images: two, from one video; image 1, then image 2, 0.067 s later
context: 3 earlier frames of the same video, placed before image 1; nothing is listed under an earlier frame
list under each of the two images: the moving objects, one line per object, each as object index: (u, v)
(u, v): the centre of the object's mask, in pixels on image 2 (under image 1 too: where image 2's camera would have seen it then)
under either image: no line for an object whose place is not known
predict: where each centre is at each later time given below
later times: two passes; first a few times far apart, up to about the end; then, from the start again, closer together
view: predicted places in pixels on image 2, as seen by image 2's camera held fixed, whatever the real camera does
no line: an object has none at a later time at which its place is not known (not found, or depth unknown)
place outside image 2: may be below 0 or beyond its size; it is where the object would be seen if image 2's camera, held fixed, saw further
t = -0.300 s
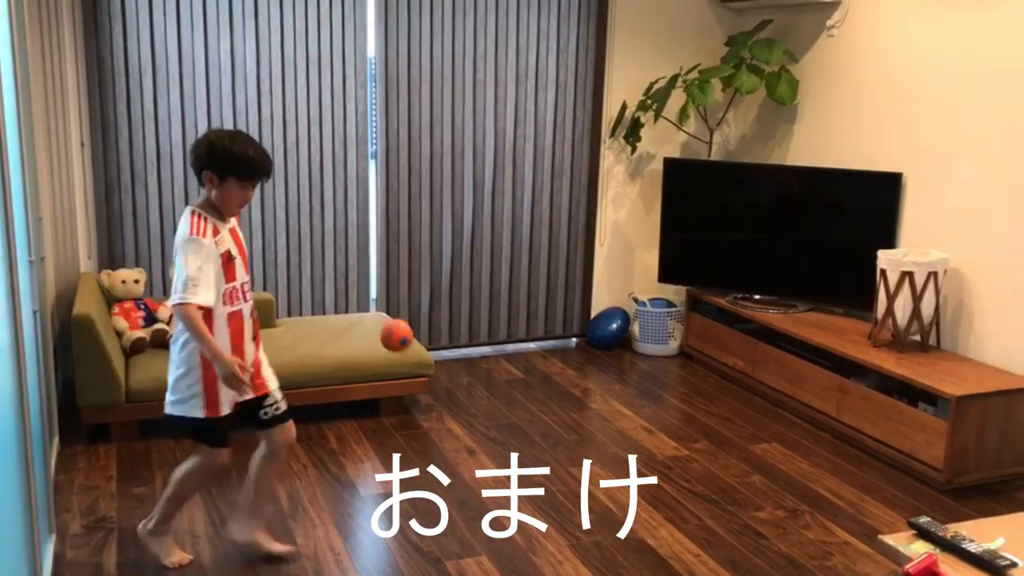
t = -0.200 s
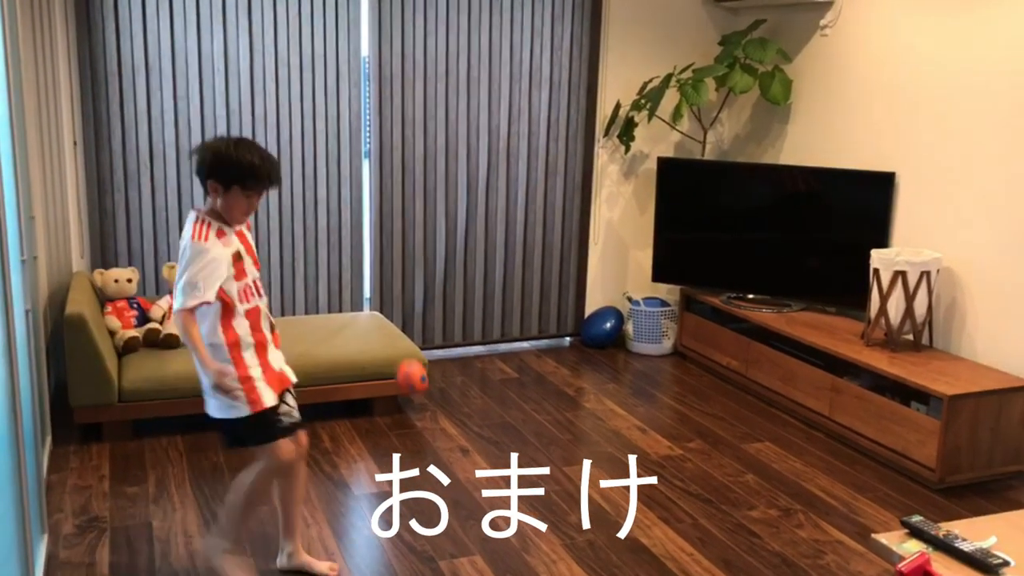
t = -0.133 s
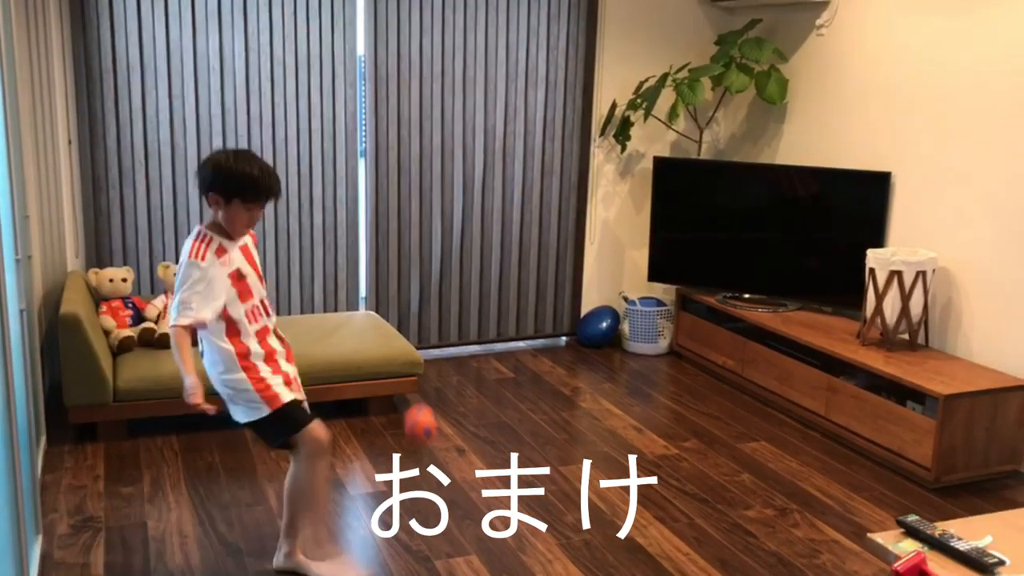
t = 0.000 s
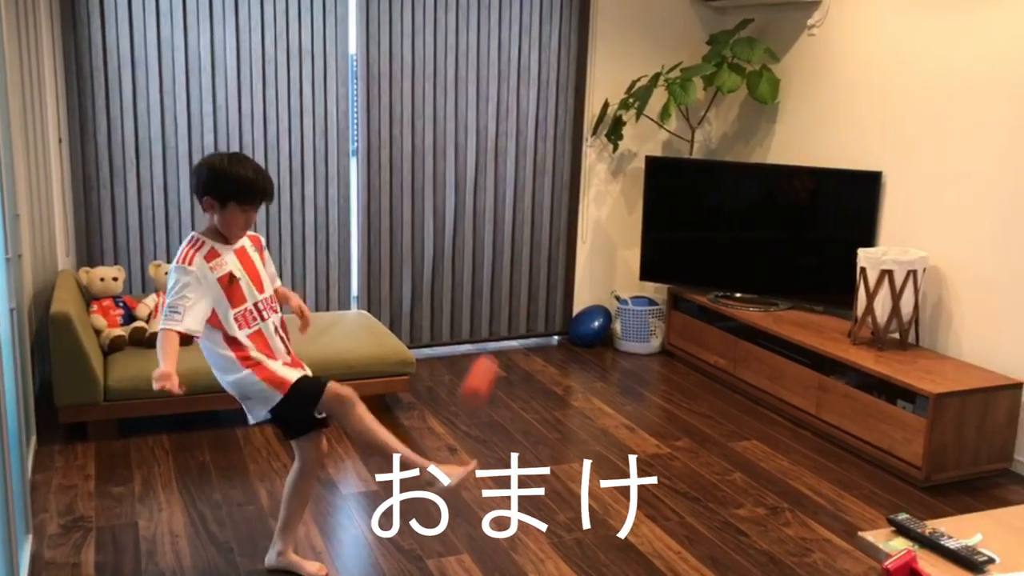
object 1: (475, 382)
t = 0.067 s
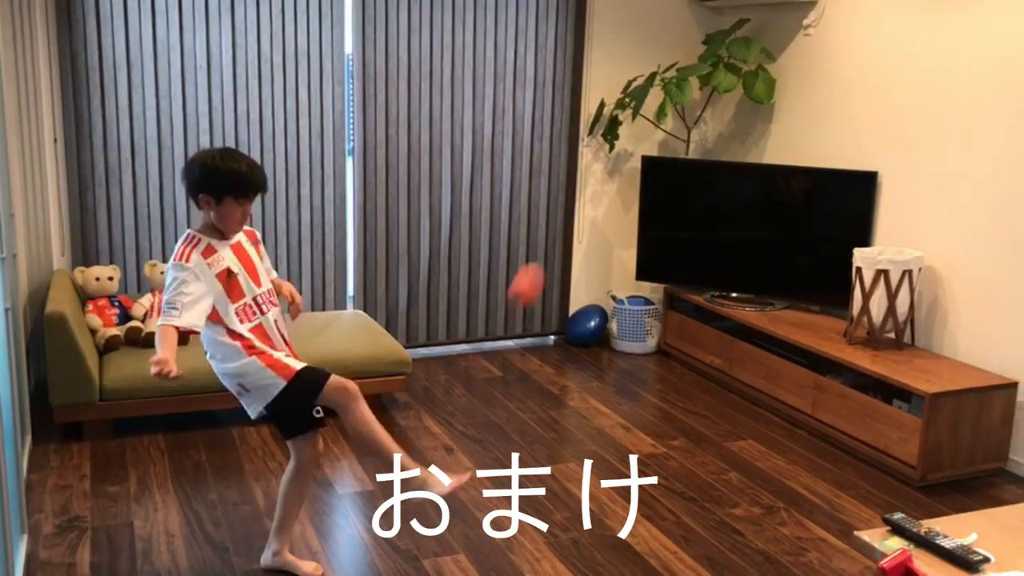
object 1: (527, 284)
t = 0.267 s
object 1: (659, 108)
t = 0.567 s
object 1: (800, 84)
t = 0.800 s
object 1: (867, 210)
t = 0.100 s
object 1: (550, 245)
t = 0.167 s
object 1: (598, 176)
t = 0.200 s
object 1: (618, 152)
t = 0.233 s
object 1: (638, 128)
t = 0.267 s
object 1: (659, 108)
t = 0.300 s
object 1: (678, 92)
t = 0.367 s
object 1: (713, 70)
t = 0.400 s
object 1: (730, 65)
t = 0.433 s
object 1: (745, 62)
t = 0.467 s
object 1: (760, 64)
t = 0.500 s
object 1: (773, 68)
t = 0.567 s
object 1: (800, 84)
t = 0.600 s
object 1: (812, 96)
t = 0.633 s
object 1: (823, 110)
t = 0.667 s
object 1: (833, 128)
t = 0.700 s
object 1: (843, 145)
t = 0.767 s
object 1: (861, 187)
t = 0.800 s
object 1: (867, 210)
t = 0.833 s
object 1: (875, 235)
